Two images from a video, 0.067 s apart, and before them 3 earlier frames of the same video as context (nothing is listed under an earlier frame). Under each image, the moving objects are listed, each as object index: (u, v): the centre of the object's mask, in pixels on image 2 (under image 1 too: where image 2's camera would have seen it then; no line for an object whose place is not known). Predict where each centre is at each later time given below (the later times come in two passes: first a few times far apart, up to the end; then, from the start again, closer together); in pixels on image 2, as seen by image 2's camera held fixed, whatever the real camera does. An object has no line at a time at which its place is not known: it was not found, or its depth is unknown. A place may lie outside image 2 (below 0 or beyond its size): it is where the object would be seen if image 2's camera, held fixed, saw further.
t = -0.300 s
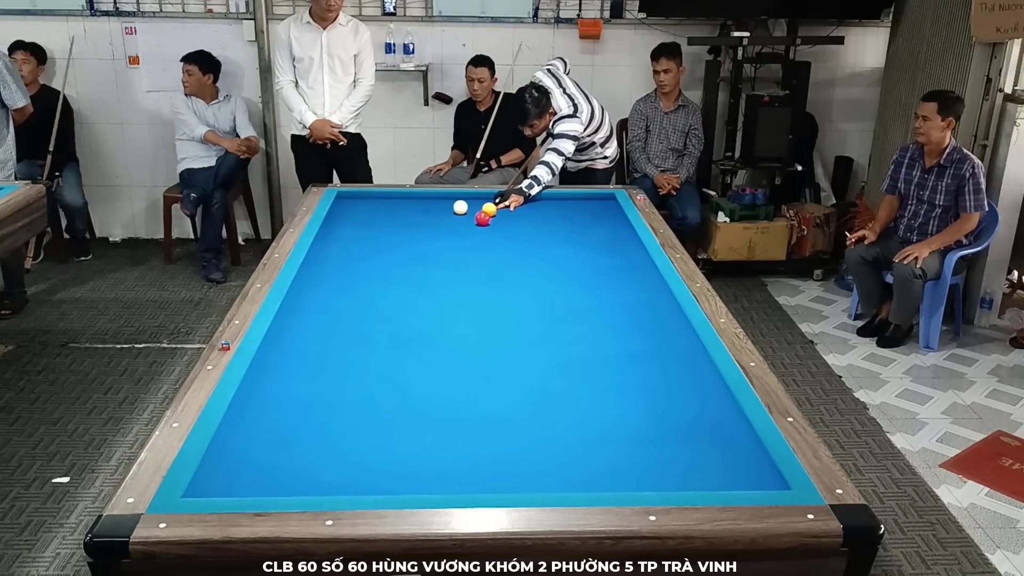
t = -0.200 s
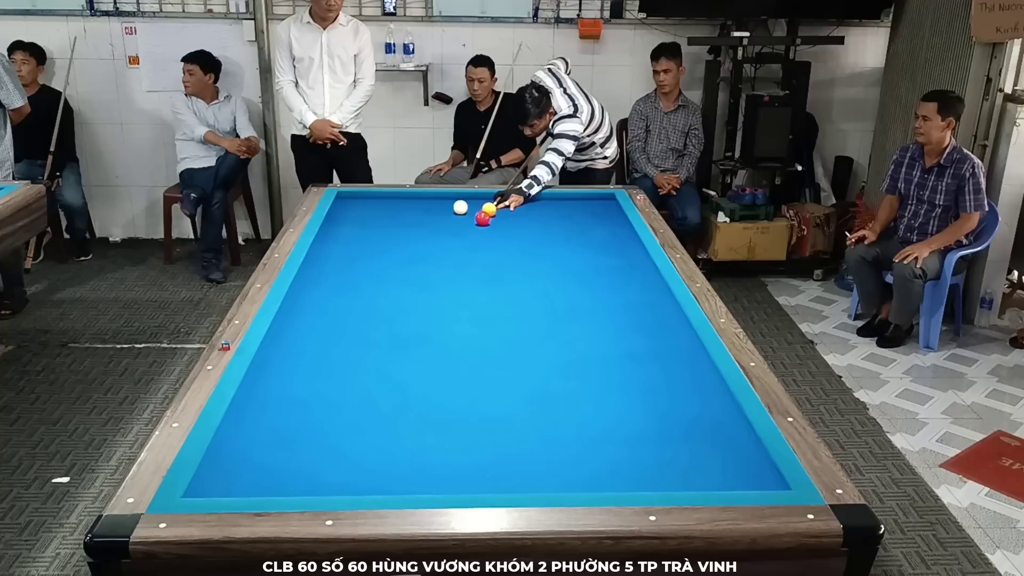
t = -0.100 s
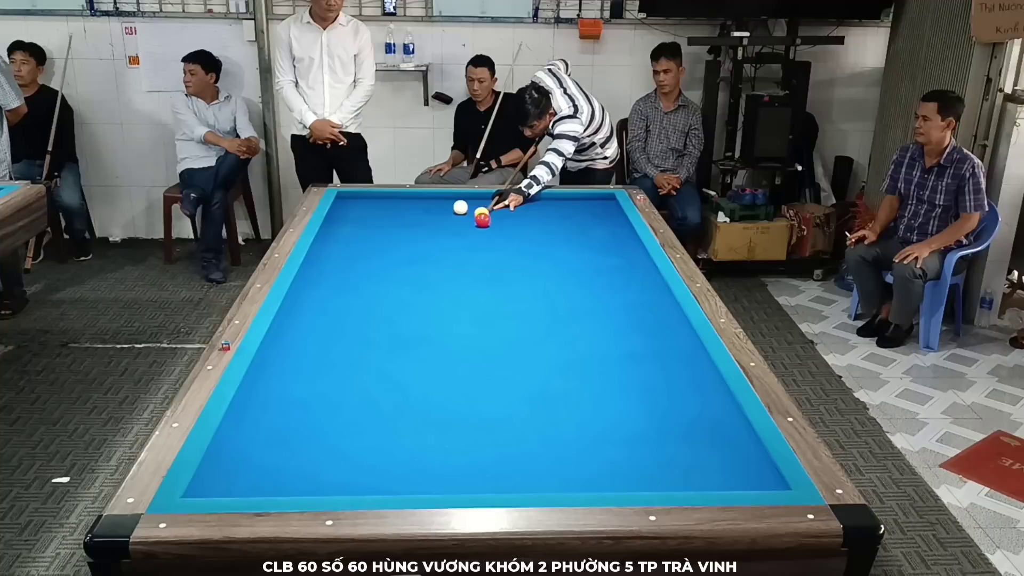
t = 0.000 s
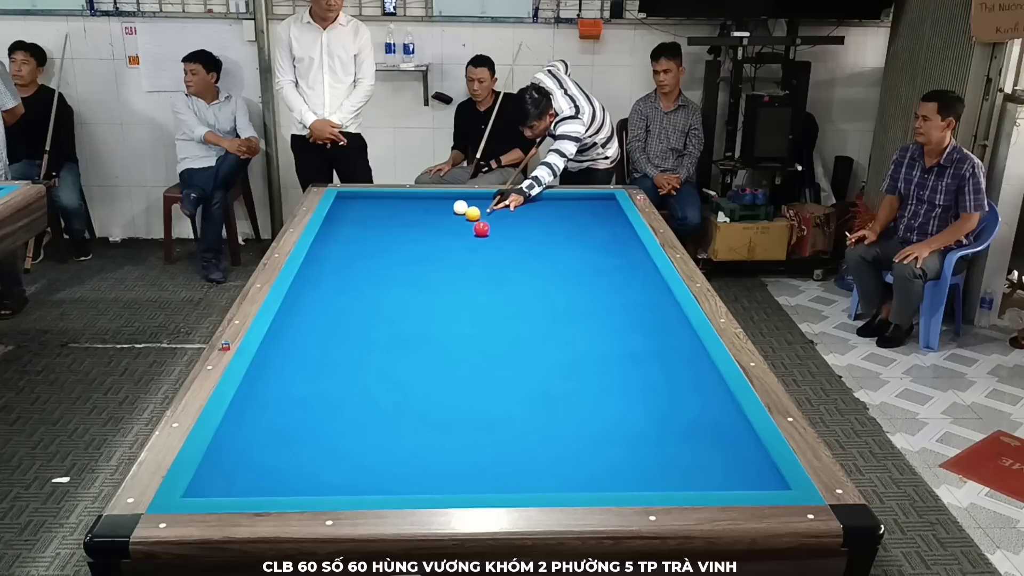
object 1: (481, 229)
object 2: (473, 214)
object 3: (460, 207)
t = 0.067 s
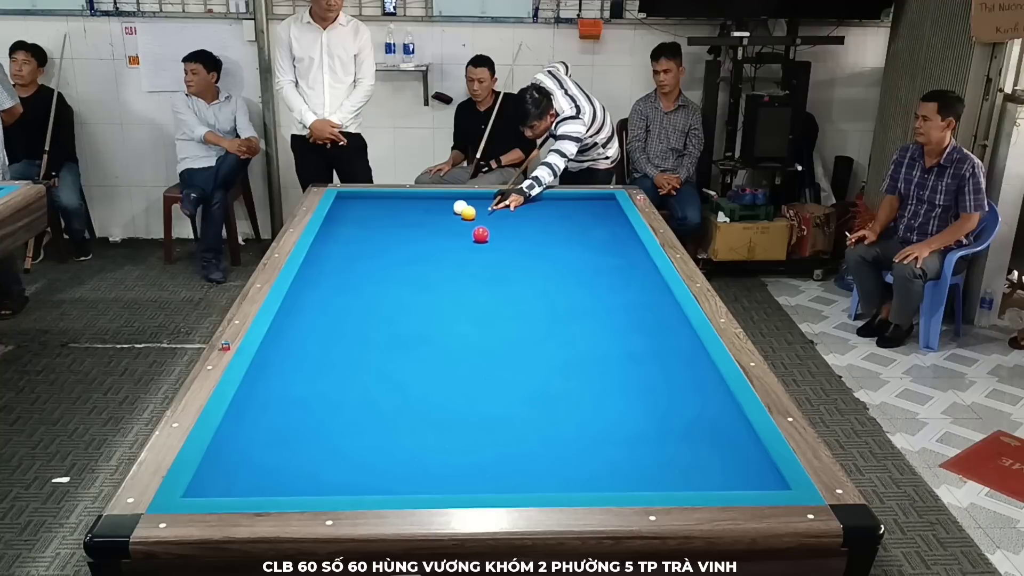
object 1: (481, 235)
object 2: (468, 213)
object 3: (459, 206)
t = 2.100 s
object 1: (446, 468)
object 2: (406, 206)
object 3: (447, 197)
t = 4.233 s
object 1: (435, 308)
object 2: (393, 205)
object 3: (447, 198)
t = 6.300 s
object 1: (429, 243)
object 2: (393, 205)
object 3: (447, 198)
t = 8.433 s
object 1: (429, 211)
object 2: (393, 205)
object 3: (447, 198)
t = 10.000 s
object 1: (435, 201)
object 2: (393, 205)
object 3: (448, 198)
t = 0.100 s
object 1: (480, 237)
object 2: (467, 212)
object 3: (459, 206)
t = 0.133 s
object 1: (480, 240)
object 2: (465, 212)
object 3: (459, 205)
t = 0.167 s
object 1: (480, 243)
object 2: (463, 211)
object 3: (459, 204)
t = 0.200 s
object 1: (479, 246)
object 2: (462, 211)
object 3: (459, 203)
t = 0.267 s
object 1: (479, 251)
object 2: (459, 211)
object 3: (459, 202)
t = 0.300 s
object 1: (478, 254)
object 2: (458, 211)
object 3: (460, 203)
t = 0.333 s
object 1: (478, 257)
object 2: (456, 211)
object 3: (459, 202)
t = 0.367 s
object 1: (478, 260)
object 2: (455, 211)
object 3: (459, 202)
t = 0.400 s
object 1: (477, 263)
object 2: (454, 210)
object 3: (459, 202)
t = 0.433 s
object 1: (477, 266)
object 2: (452, 210)
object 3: (459, 202)
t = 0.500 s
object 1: (476, 272)
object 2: (450, 210)
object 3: (458, 203)
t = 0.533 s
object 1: (476, 275)
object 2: (448, 210)
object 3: (457, 202)
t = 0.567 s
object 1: (475, 278)
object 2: (447, 210)
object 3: (457, 202)
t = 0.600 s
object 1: (475, 282)
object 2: (446, 210)
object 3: (456, 202)
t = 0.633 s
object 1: (474, 285)
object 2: (445, 210)
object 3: (456, 202)
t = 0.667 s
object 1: (474, 288)
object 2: (444, 209)
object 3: (455, 201)
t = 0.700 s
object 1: (474, 291)
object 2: (443, 209)
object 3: (455, 201)
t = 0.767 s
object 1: (473, 299)
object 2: (440, 209)
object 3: (454, 200)
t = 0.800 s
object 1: (472, 303)
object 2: (439, 209)
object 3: (454, 200)
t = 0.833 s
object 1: (472, 306)
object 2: (438, 209)
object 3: (454, 200)
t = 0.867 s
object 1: (471, 310)
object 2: (437, 209)
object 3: (454, 200)
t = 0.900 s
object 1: (471, 314)
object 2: (436, 209)
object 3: (453, 199)
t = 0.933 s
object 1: (470, 318)
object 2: (435, 209)
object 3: (453, 199)
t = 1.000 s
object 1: (469, 326)
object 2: (433, 208)
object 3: (453, 198)
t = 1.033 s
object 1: (469, 330)
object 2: (432, 208)
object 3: (452, 198)
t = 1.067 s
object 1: (468, 335)
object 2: (431, 208)
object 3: (452, 198)
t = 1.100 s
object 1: (468, 339)
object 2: (430, 208)
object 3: (452, 198)
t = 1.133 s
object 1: (467, 343)
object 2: (429, 208)
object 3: (452, 197)
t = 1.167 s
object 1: (466, 348)
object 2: (428, 208)
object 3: (451, 197)
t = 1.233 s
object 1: (465, 358)
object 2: (426, 208)
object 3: (451, 196)
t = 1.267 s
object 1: (465, 362)
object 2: (425, 208)
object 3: (451, 196)
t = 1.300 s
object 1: (464, 367)
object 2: (424, 208)
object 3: (450, 196)
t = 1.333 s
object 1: (463, 372)
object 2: (423, 208)
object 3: (450, 196)
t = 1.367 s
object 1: (463, 377)
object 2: (422, 207)
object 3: (450, 196)
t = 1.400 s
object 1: (462, 383)
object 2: (421, 207)
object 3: (450, 195)
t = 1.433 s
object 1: (461, 389)
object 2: (421, 207)
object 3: (450, 195)
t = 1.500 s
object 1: (460, 399)
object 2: (419, 207)
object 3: (449, 195)
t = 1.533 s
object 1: (459, 405)
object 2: (418, 207)
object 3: (449, 196)
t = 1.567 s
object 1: (458, 411)
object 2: (417, 207)
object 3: (449, 196)
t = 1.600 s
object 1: (457, 418)
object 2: (417, 207)
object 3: (449, 196)
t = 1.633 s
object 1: (456, 424)
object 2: (416, 207)
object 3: (449, 196)
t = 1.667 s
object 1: (455, 431)
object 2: (415, 207)
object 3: (449, 196)
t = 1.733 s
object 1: (454, 444)
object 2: (413, 207)
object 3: (449, 196)
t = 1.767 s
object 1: (453, 451)
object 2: (413, 207)
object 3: (448, 196)
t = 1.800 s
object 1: (452, 458)
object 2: (412, 207)
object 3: (448, 196)
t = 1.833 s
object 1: (451, 466)
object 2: (411, 206)
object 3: (448, 196)
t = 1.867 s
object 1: (450, 473)
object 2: (411, 206)
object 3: (448, 197)
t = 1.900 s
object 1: (448, 481)
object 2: (410, 206)
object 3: (448, 197)
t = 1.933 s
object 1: (448, 485)
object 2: (409, 206)
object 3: (448, 197)
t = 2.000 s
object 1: (447, 482)
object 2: (408, 206)
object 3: (448, 197)
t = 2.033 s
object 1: (446, 477)
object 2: (408, 206)
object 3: (448, 197)
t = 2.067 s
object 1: (446, 472)
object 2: (407, 206)
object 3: (447, 197)
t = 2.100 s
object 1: (446, 468)
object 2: (406, 206)
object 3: (447, 197)
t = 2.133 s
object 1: (446, 464)
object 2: (406, 206)
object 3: (447, 197)
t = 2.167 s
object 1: (445, 460)
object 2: (405, 206)
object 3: (447, 197)
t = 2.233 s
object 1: (445, 452)
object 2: (404, 206)
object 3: (447, 198)
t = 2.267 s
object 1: (445, 448)
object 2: (403, 206)
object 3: (447, 198)
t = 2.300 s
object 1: (444, 444)
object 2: (403, 206)
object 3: (447, 198)
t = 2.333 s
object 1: (444, 441)
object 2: (402, 206)
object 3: (447, 198)
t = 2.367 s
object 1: (444, 437)
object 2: (402, 206)
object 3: (447, 198)
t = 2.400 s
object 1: (444, 434)
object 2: (401, 206)
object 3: (447, 198)
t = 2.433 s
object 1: (443, 430)
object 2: (401, 206)
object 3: (447, 198)
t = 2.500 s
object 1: (443, 423)
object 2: (400, 206)
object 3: (447, 198)
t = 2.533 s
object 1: (443, 420)
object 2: (400, 205)
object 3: (447, 198)
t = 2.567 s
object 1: (443, 417)
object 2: (399, 205)
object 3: (447, 198)
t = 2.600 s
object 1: (442, 414)
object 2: (399, 205)
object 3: (447, 198)
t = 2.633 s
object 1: (442, 411)
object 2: (398, 205)
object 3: (447, 198)
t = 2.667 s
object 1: (442, 407)
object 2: (398, 205)
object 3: (447, 198)
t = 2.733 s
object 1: (442, 401)
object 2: (397, 205)
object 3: (447, 198)
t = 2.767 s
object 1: (441, 399)
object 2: (397, 205)
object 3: (447, 198)
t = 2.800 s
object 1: (441, 396)
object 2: (397, 205)
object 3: (447, 198)
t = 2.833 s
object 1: (441, 393)
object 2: (396, 205)
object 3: (447, 198)
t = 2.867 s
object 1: (441, 390)
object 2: (396, 205)
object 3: (447, 198)
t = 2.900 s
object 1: (441, 388)
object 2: (396, 205)
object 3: (447, 198)
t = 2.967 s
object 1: (440, 382)
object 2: (395, 205)
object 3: (447, 198)
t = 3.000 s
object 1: (440, 380)
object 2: (395, 205)
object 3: (447, 198)
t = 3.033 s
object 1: (440, 377)
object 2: (395, 205)
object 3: (447, 198)
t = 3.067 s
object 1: (440, 375)
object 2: (394, 205)
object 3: (447, 198)
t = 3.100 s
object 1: (440, 372)
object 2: (394, 205)
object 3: (447, 198)
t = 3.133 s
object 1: (440, 370)
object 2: (394, 205)
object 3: (447, 198)
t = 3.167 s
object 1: (439, 368)
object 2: (394, 205)
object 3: (447, 198)
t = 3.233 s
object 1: (439, 363)
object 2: (393, 205)
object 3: (447, 198)
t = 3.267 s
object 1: (439, 361)
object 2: (393, 205)
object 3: (447, 198)
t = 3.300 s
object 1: (439, 359)
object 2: (393, 205)
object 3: (447, 198)
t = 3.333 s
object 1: (439, 356)
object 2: (393, 205)
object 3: (447, 198)
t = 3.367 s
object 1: (438, 354)
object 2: (393, 205)
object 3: (447, 198)
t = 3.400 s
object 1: (438, 352)
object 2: (393, 205)
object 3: (447, 198)
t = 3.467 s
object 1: (438, 348)
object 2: (393, 205)
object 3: (447, 198)
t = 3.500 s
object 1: (438, 346)
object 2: (393, 205)
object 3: (447, 198)
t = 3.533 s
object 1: (438, 344)
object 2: (392, 205)
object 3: (447, 198)
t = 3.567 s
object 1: (438, 342)
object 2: (392, 205)
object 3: (447, 198)
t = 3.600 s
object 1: (438, 340)
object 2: (392, 205)
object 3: (447, 198)
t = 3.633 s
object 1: (437, 338)
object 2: (392, 205)
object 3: (447, 198)
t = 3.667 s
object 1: (437, 336)
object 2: (392, 205)
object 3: (447, 198)
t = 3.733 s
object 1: (437, 332)
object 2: (393, 205)
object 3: (447, 198)
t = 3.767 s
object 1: (437, 331)
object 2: (393, 205)
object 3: (447, 198)
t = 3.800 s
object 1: (437, 329)
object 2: (393, 205)
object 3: (447, 198)
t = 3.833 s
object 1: (437, 327)
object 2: (393, 205)
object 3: (447, 198)
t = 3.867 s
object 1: (436, 325)
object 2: (393, 205)
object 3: (447, 198)
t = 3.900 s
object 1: (436, 323)
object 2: (393, 205)
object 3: (447, 198)
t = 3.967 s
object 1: (436, 320)
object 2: (393, 205)
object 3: (447, 198)
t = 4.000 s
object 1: (436, 319)
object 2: (393, 205)
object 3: (447, 198)
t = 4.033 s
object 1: (436, 317)
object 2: (393, 205)
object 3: (447, 198)
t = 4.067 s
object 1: (436, 315)
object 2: (393, 205)
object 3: (447, 198)
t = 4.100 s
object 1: (436, 314)
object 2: (393, 205)
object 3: (447, 198)
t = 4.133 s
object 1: (435, 312)
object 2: (393, 205)
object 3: (447, 198)
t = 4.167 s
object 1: (435, 311)
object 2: (393, 205)
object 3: (447, 198)
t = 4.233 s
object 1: (435, 308)
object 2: (393, 205)
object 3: (447, 198)
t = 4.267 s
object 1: (435, 306)
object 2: (393, 205)
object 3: (447, 198)
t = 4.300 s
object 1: (435, 305)
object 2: (393, 205)
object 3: (447, 198)
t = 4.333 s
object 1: (435, 303)
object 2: (393, 205)
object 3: (447, 198)
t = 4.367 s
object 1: (434, 302)
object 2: (393, 205)
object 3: (447, 198)
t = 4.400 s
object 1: (434, 300)
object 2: (393, 205)
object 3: (447, 198)
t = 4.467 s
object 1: (434, 298)
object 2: (393, 205)
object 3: (447, 198)
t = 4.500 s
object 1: (434, 296)
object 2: (393, 205)
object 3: (447, 198)
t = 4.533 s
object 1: (434, 295)
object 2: (393, 205)
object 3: (447, 198)
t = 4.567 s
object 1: (434, 294)
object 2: (393, 205)
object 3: (447, 198)
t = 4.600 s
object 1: (434, 292)
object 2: (393, 205)
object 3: (447, 198)
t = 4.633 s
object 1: (433, 291)
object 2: (393, 205)
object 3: (447, 198)
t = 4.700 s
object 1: (433, 288)
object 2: (393, 205)
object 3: (447, 198)
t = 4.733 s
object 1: (433, 287)
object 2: (393, 205)
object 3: (447, 198)
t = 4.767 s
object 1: (433, 286)
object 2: (393, 205)
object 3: (447, 198)
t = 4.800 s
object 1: (433, 285)
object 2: (393, 205)
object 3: (447, 198)
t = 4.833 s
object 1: (433, 283)
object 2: (393, 205)
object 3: (447, 198)
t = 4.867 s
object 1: (433, 282)
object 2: (393, 205)
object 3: (447, 198)
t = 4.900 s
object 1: (433, 281)
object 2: (393, 205)
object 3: (447, 198)
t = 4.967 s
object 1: (433, 279)
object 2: (393, 205)
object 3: (447, 198)
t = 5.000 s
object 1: (433, 278)
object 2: (393, 205)
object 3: (447, 198)
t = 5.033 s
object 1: (432, 277)
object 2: (393, 205)
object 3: (447, 198)
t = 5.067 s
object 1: (432, 275)
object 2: (393, 205)
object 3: (447, 198)
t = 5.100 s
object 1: (432, 274)
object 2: (393, 205)
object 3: (447, 198)
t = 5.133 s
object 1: (432, 273)
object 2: (393, 205)
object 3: (447, 198)
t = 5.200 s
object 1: (432, 271)
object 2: (393, 205)
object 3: (447, 198)
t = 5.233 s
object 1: (432, 270)
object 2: (393, 205)
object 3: (447, 198)
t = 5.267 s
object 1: (432, 269)
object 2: (393, 205)
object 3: (447, 198)
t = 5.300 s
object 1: (432, 268)
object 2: (393, 205)
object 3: (447, 198)
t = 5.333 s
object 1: (432, 267)
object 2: (393, 205)
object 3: (447, 198)
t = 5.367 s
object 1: (432, 266)
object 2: (393, 205)
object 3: (447, 198)
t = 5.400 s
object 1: (432, 265)
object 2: (393, 205)
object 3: (447, 198)
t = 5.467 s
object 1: (431, 263)
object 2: (393, 205)
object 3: (447, 198)
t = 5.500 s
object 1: (431, 262)
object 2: (393, 205)
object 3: (447, 198)
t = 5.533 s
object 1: (431, 262)
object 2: (393, 205)
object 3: (447, 198)
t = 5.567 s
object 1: (431, 261)
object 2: (393, 205)
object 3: (447, 198)
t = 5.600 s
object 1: (431, 260)
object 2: (393, 205)
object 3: (447, 198)
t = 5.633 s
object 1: (431, 259)
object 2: (393, 205)
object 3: (447, 198)
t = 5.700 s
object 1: (430, 257)
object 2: (393, 205)
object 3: (447, 198)
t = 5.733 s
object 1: (430, 256)
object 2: (393, 205)
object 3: (447, 198)
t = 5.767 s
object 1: (430, 255)
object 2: (393, 205)
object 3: (447, 198)
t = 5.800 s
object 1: (430, 254)
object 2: (393, 205)
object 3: (447, 198)
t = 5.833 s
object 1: (430, 254)
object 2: (393, 205)
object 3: (447, 198)
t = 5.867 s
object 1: (430, 253)
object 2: (393, 205)
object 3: (447, 198)
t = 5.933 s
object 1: (430, 251)
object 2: (393, 205)
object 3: (447, 198)
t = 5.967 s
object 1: (429, 250)
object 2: (393, 205)
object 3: (447, 198)
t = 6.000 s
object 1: (429, 250)
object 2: (393, 205)
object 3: (447, 198)
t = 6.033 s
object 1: (429, 249)
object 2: (393, 205)
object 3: (447, 198)
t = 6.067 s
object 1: (429, 248)
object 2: (393, 205)
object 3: (447, 198)
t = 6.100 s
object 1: (429, 247)
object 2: (393, 205)
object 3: (447, 198)
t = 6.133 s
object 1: (429, 247)
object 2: (393, 205)
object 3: (447, 198)
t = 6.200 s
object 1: (429, 245)
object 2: (393, 205)
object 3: (447, 198)
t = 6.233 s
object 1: (429, 244)
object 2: (393, 205)
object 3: (447, 198)
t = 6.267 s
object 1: (429, 244)
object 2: (393, 205)
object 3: (447, 198)
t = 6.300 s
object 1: (429, 243)
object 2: (393, 205)
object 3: (447, 198)
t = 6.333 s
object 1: (429, 242)
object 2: (393, 205)
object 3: (447, 198)
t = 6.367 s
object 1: (429, 242)
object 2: (393, 205)
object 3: (447, 198)
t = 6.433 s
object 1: (429, 240)
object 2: (393, 205)
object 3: (447, 198)
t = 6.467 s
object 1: (429, 240)
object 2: (393, 205)
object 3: (447, 198)
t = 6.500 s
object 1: (429, 239)
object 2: (393, 205)
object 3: (447, 198)
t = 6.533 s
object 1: (428, 238)
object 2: (393, 205)
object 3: (447, 198)
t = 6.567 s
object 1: (428, 238)
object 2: (393, 205)
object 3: (447, 198)
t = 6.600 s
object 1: (428, 237)
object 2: (393, 205)
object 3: (447, 198)
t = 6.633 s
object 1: (428, 236)
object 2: (393, 205)
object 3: (447, 198)
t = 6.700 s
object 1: (428, 235)
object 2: (393, 205)
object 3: (447, 198)
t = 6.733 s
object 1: (428, 234)
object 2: (393, 205)
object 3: (447, 198)
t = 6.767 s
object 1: (428, 234)
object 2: (393, 205)
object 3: (447, 198)
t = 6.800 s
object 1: (428, 233)
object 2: (393, 205)
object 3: (447, 198)
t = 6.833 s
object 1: (428, 233)
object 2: (393, 205)
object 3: (447, 198)
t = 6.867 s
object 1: (428, 232)
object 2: (393, 205)
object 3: (447, 198)
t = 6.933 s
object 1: (428, 231)
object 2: (393, 205)
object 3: (447, 198)
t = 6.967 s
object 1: (428, 230)
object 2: (393, 205)
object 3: (447, 198)
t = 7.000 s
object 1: (428, 230)
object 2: (393, 205)
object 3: (447, 198)
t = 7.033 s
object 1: (428, 229)
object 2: (393, 205)
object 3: (447, 198)
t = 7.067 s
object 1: (428, 229)
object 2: (393, 205)
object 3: (447, 198)
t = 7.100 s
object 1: (428, 228)
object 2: (393, 205)
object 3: (447, 198)
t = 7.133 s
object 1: (428, 228)
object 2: (393, 205)
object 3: (447, 198)
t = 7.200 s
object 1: (428, 226)
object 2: (393, 205)
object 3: (447, 198)
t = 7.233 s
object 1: (428, 226)
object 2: (393, 205)
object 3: (447, 198)
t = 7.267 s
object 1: (428, 225)
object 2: (393, 205)
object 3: (447, 198)
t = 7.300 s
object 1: (428, 225)
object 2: (393, 205)
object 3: (447, 198)
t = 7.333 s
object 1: (428, 224)
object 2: (393, 205)
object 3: (447, 198)
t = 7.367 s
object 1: (428, 224)
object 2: (393, 205)
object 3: (447, 198)
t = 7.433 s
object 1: (428, 223)
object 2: (393, 205)
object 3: (447, 198)
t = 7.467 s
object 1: (428, 223)
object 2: (393, 205)
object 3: (447, 198)
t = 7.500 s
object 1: (428, 222)
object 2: (393, 205)
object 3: (447, 198)
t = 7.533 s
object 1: (428, 222)
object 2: (393, 205)
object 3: (447, 198)
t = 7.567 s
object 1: (428, 221)
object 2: (393, 205)
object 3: (447, 198)
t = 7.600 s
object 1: (427, 221)
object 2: (393, 205)
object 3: (447, 198)
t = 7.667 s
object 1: (427, 220)
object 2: (393, 205)
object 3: (447, 198)
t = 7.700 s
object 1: (428, 220)
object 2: (393, 205)
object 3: (447, 198)
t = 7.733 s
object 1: (428, 219)
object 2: (393, 205)
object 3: (447, 198)
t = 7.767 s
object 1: (428, 219)
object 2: (393, 205)
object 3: (447, 198)
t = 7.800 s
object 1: (428, 218)
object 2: (393, 205)
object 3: (447, 198)
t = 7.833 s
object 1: (428, 218)
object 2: (393, 205)
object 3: (447, 198)
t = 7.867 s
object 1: (428, 217)
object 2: (393, 205)
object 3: (447, 198)
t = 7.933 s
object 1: (428, 217)
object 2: (393, 205)
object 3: (447, 198)
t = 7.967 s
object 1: (428, 216)
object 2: (393, 205)
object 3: (447, 198)
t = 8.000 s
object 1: (428, 216)
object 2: (393, 205)
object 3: (447, 198)
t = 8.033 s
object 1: (428, 215)
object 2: (393, 205)
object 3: (447, 198)
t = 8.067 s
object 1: (429, 215)
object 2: (393, 205)
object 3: (447, 198)
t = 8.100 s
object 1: (429, 215)
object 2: (393, 205)
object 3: (447, 198)
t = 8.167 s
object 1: (429, 214)
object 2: (393, 205)
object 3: (447, 198)
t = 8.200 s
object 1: (429, 214)
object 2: (393, 205)
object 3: (447, 198)
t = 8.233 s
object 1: (429, 213)
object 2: (393, 205)
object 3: (447, 198)
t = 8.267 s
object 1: (429, 213)
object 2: (393, 205)
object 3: (447, 198)
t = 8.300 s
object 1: (429, 213)
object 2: (393, 205)
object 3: (447, 198)
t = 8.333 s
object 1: (429, 212)
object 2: (393, 205)
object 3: (447, 198)
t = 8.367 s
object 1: (429, 212)
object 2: (393, 205)
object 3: (447, 198)
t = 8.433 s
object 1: (429, 211)
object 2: (393, 205)
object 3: (447, 198)
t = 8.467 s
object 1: (429, 211)
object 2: (393, 205)
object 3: (447, 198)
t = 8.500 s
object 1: (430, 210)
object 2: (393, 205)
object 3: (447, 198)
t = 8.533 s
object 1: (430, 210)
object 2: (393, 205)
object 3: (447, 198)
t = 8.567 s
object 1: (430, 210)
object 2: (393, 205)
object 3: (447, 198)
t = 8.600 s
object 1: (430, 210)
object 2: (393, 205)
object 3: (447, 198)
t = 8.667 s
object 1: (430, 209)
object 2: (393, 205)
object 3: (447, 198)
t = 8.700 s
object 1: (430, 209)
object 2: (393, 205)
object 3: (447, 198)
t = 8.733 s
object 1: (430, 208)
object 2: (393, 205)
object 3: (447, 198)
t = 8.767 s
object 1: (430, 208)
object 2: (393, 205)
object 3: (447, 198)
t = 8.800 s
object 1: (430, 208)
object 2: (393, 205)
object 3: (447, 198)
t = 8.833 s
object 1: (431, 207)
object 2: (393, 205)
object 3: (447, 198)
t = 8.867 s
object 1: (431, 207)
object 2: (393, 205)
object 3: (447, 198)
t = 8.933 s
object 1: (431, 207)
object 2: (393, 205)
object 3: (447, 198)
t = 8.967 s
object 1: (431, 206)
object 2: (393, 205)
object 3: (447, 198)
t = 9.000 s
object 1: (431, 206)
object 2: (393, 205)
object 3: (447, 198)
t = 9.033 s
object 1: (431, 206)
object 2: (393, 205)
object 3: (447, 198)
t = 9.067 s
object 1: (432, 206)
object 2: (393, 205)
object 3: (447, 198)
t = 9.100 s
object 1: (432, 205)
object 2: (393, 205)
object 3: (447, 198)
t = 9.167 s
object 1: (432, 205)
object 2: (393, 205)
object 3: (447, 198)
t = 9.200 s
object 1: (433, 205)
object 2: (393, 205)
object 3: (447, 198)
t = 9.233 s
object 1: (432, 205)
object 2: (393, 205)
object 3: (447, 198)
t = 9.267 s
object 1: (433, 204)
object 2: (393, 205)
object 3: (447, 198)
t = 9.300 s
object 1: (433, 204)
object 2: (393, 205)
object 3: (447, 198)
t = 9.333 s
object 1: (433, 204)
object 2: (393, 205)
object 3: (447, 198)
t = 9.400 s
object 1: (433, 204)
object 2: (393, 205)
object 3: (447, 198)
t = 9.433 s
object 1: (433, 203)
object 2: (393, 205)
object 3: (447, 198)
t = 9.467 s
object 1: (434, 203)
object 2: (393, 205)
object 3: (447, 198)
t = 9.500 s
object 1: (434, 203)
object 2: (393, 205)
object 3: (447, 198)
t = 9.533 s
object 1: (434, 203)
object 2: (393, 205)
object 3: (447, 198)
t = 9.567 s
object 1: (434, 203)
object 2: (393, 205)
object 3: (447, 198)
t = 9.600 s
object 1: (435, 202)
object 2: (393, 205)
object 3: (447, 198)
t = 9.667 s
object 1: (435, 202)
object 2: (393, 205)
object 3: (447, 198)
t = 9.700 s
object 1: (435, 202)
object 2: (393, 205)
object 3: (447, 198)
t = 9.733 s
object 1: (435, 202)
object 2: (393, 205)
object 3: (447, 198)
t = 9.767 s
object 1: (435, 201)
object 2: (393, 205)
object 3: (447, 198)
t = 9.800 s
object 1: (436, 201)
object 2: (393, 205)
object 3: (447, 198)
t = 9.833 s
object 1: (436, 201)
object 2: (393, 205)
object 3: (447, 198)
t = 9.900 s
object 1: (435, 201)
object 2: (393, 205)
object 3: (447, 198)
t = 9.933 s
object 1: (435, 201)
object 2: (393, 205)
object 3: (448, 198)
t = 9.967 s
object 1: (435, 201)
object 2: (393, 205)
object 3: (448, 198)
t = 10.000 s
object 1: (435, 201)
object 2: (393, 205)
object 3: (448, 198)
